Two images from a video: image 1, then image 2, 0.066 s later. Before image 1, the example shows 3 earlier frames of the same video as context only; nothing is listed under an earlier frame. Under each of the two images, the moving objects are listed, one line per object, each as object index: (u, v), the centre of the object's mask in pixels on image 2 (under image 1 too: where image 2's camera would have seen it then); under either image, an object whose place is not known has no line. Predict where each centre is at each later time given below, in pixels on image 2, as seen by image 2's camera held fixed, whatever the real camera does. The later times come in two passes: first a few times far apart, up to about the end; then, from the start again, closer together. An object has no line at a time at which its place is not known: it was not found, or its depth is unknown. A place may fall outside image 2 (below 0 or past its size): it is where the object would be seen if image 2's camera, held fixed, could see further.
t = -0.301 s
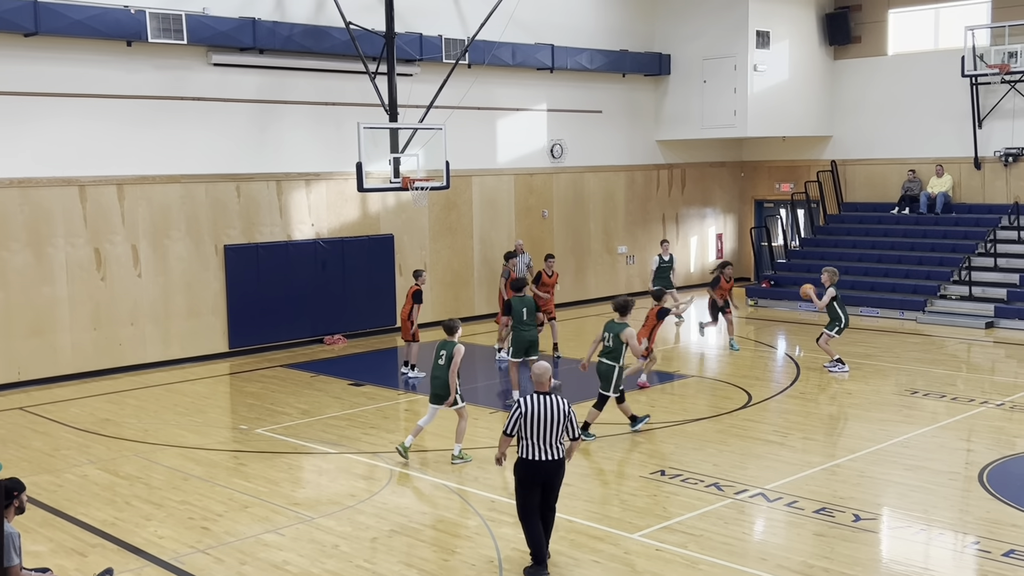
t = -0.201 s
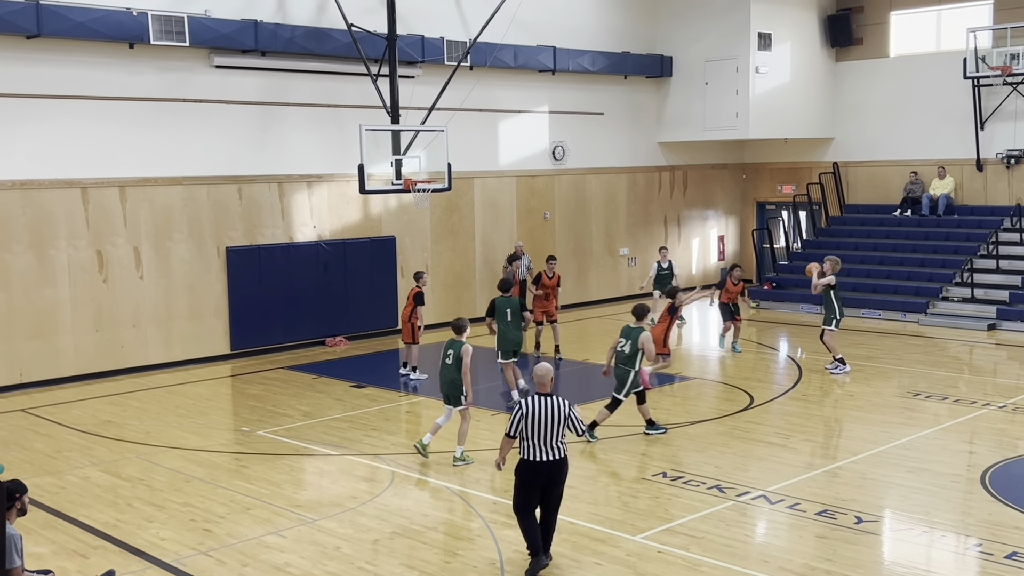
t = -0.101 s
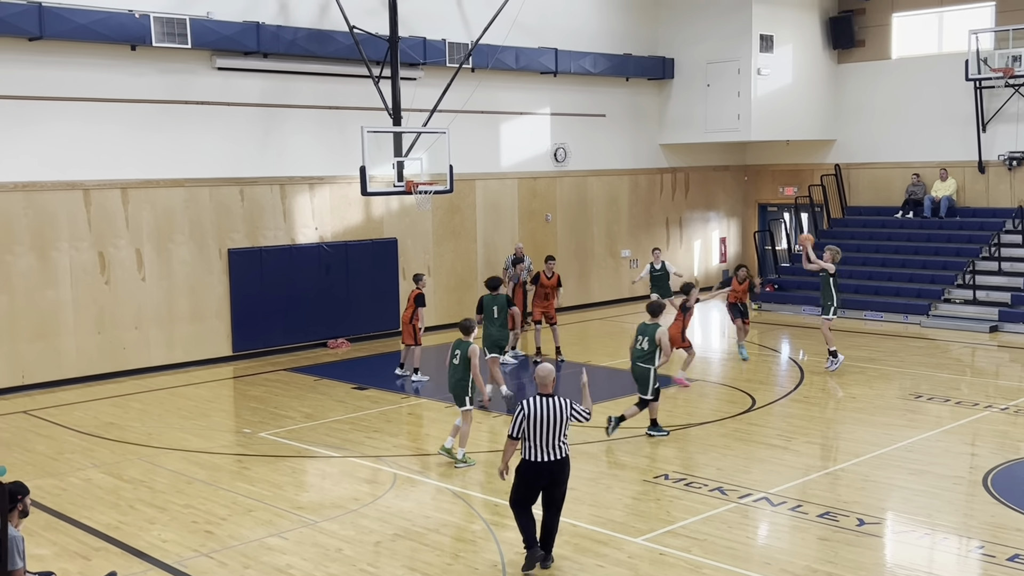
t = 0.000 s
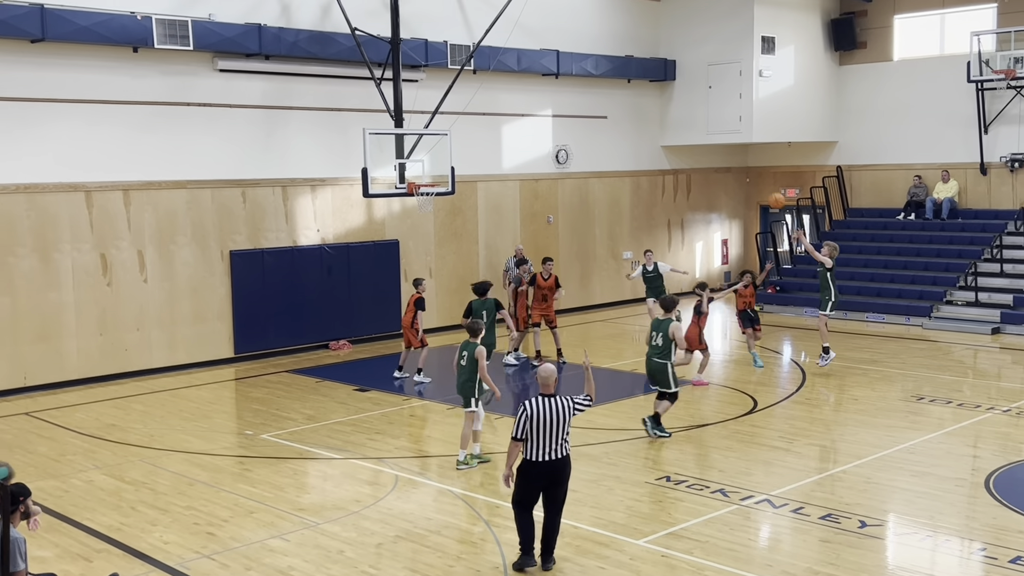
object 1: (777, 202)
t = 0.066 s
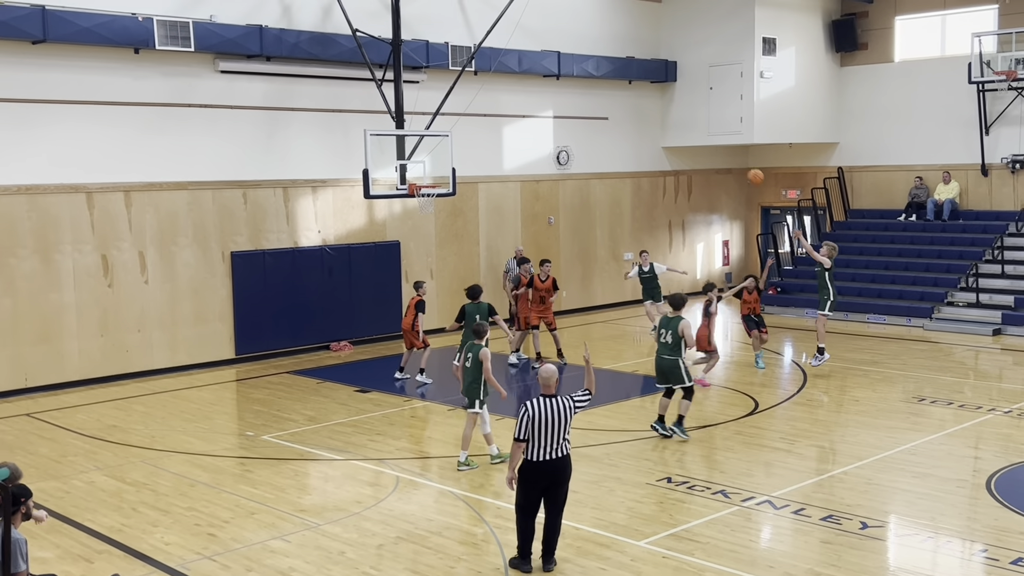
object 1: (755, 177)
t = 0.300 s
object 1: (679, 113)
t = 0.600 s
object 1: (586, 80)
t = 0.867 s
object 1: (508, 99)
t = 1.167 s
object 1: (427, 168)
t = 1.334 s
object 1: (424, 144)
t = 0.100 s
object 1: (745, 165)
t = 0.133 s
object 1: (733, 155)
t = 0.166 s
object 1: (722, 145)
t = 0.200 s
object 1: (711, 136)
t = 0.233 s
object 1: (700, 128)
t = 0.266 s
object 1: (689, 120)
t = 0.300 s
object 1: (679, 113)
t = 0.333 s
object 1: (668, 106)
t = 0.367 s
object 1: (658, 100)
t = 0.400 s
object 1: (647, 95)
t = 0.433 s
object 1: (637, 91)
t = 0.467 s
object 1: (627, 88)
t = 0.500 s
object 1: (616, 85)
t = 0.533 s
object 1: (606, 83)
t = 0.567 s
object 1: (596, 81)
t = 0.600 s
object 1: (586, 80)
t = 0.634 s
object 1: (576, 80)
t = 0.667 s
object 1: (566, 81)
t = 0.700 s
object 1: (556, 82)
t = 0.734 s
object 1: (546, 84)
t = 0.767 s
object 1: (536, 87)
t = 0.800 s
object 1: (527, 90)
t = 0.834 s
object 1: (517, 94)
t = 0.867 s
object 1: (508, 99)
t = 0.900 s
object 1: (498, 104)
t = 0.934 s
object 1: (489, 110)
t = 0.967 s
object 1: (480, 116)
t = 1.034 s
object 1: (462, 131)
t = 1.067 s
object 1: (453, 139)
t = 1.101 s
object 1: (444, 148)
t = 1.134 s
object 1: (435, 157)
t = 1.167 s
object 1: (427, 168)
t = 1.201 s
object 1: (418, 178)
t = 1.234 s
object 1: (418, 173)
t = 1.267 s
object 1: (420, 162)
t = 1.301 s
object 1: (422, 153)
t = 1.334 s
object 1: (424, 144)
